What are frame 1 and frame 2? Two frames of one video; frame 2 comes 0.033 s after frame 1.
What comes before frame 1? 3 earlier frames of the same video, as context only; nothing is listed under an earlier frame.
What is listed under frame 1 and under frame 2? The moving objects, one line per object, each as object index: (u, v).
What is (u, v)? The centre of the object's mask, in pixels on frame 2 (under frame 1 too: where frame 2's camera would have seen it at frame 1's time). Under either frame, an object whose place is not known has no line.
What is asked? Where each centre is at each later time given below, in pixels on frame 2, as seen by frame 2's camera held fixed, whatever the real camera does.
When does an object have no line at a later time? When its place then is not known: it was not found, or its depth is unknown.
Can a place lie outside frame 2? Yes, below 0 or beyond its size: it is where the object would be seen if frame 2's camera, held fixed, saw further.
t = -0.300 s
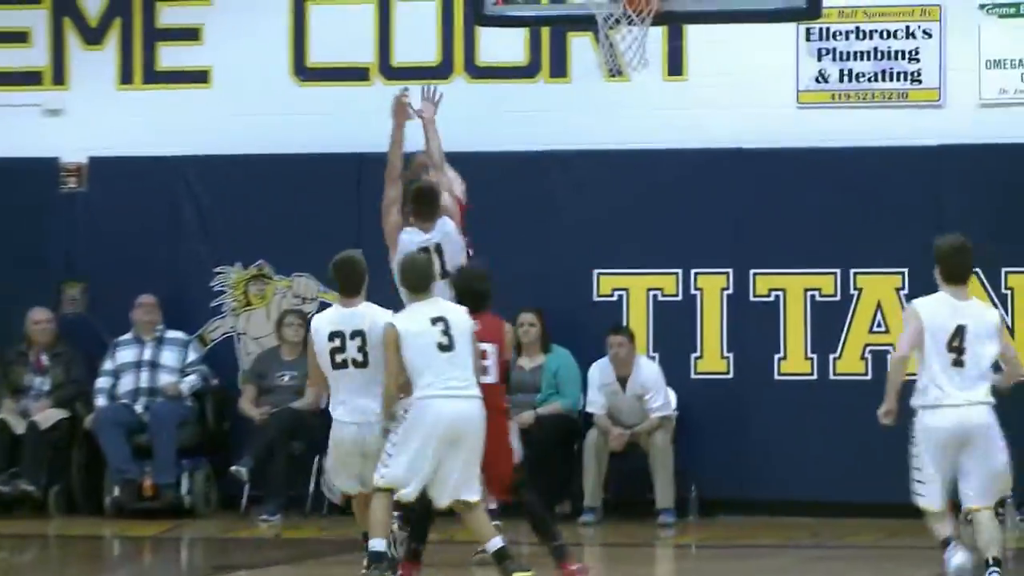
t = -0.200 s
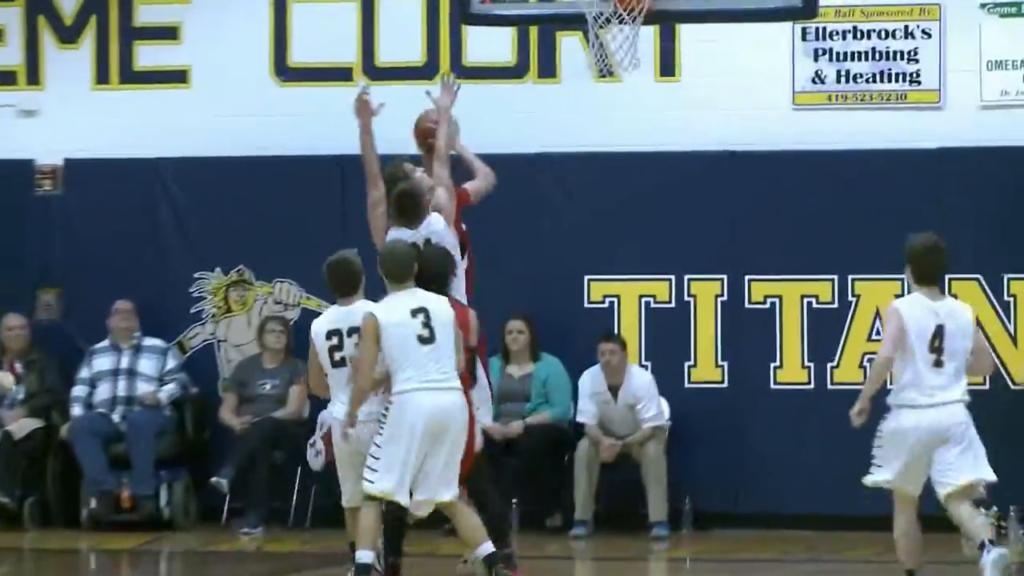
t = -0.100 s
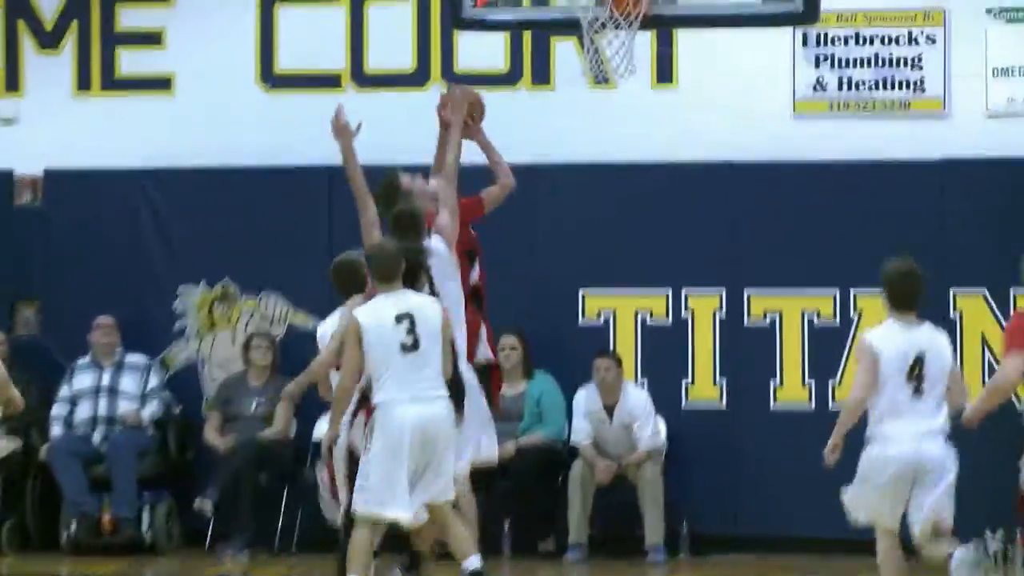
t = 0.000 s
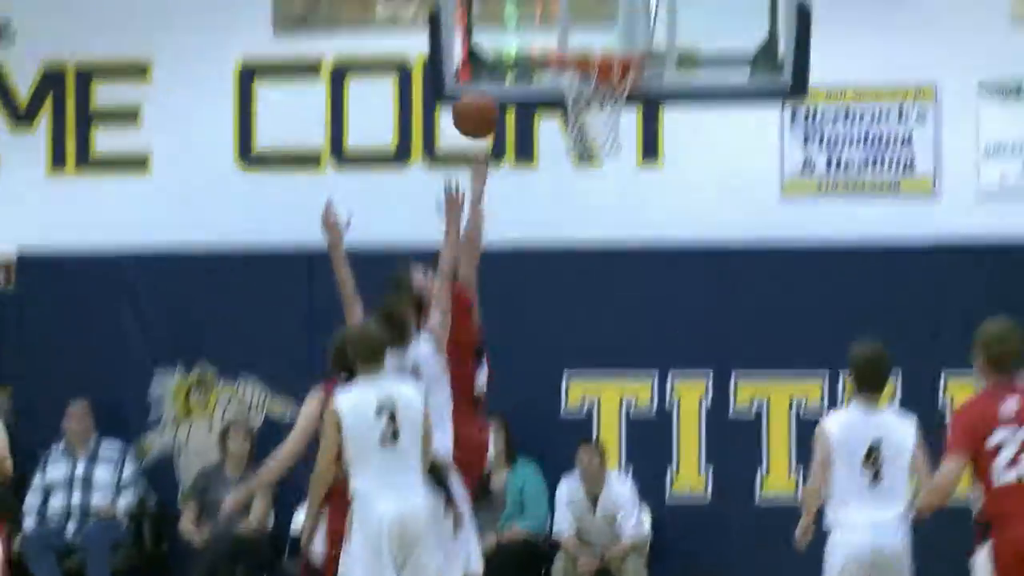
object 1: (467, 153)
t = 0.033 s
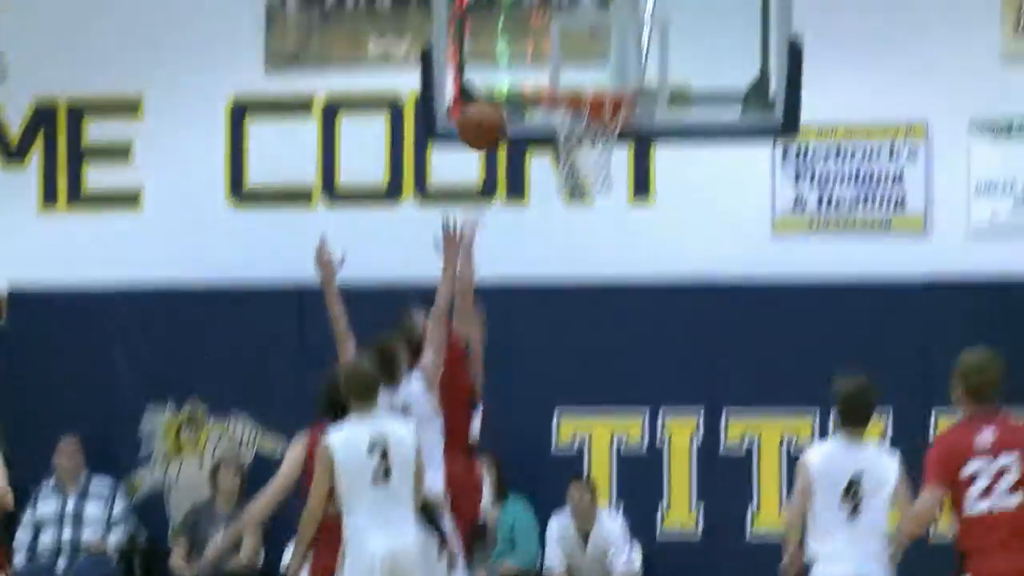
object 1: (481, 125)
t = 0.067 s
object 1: (495, 102)
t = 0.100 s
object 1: (509, 80)
